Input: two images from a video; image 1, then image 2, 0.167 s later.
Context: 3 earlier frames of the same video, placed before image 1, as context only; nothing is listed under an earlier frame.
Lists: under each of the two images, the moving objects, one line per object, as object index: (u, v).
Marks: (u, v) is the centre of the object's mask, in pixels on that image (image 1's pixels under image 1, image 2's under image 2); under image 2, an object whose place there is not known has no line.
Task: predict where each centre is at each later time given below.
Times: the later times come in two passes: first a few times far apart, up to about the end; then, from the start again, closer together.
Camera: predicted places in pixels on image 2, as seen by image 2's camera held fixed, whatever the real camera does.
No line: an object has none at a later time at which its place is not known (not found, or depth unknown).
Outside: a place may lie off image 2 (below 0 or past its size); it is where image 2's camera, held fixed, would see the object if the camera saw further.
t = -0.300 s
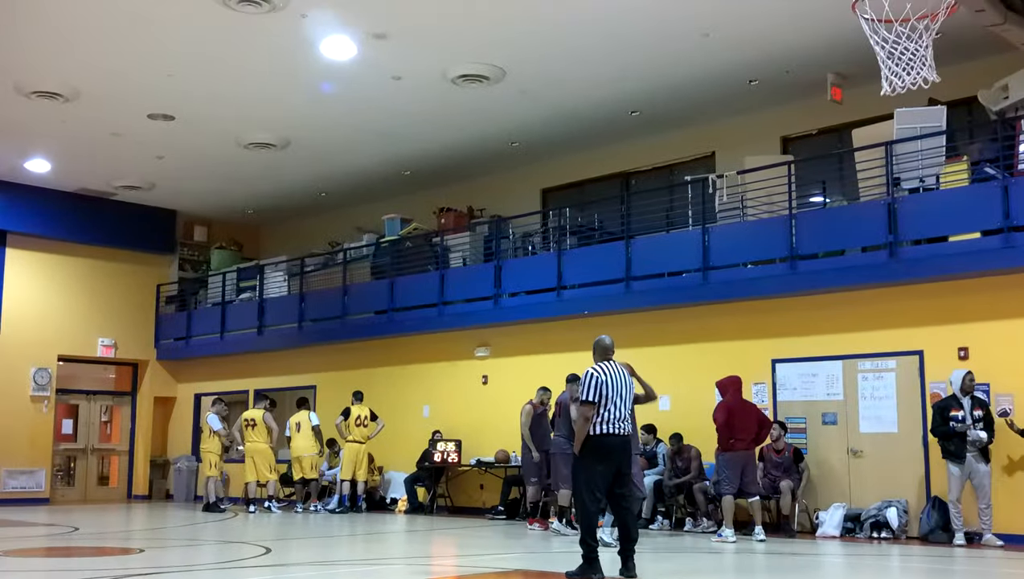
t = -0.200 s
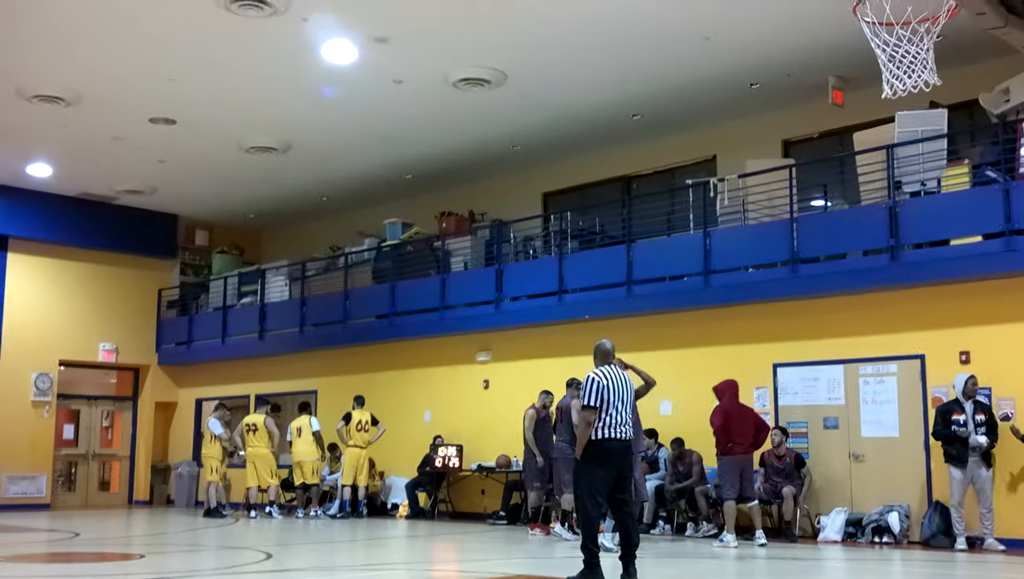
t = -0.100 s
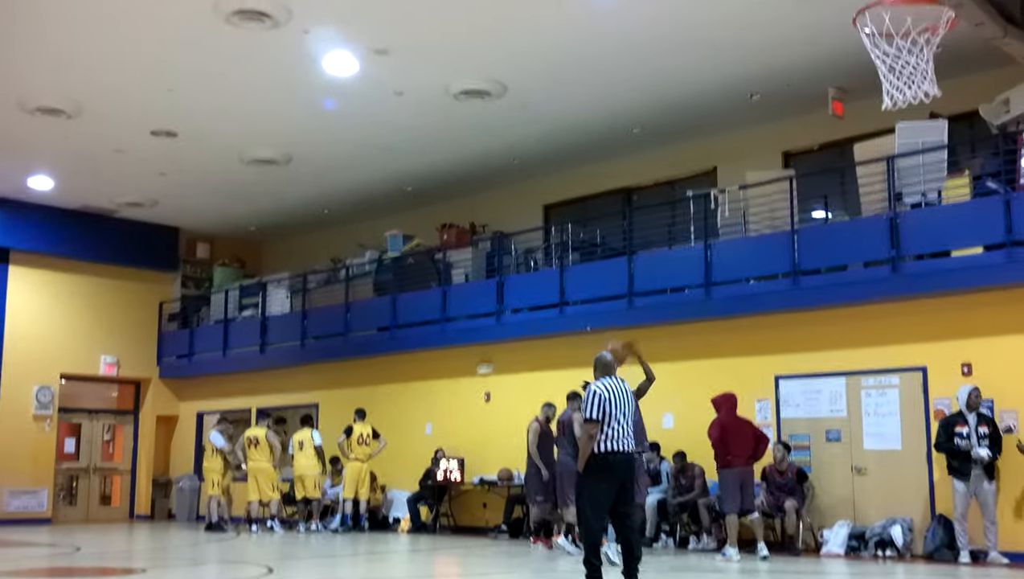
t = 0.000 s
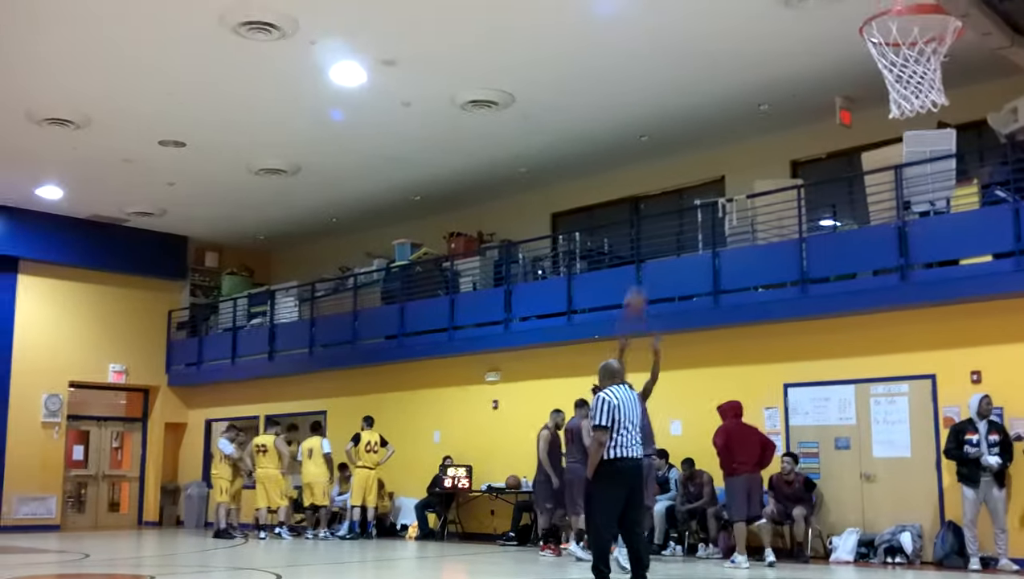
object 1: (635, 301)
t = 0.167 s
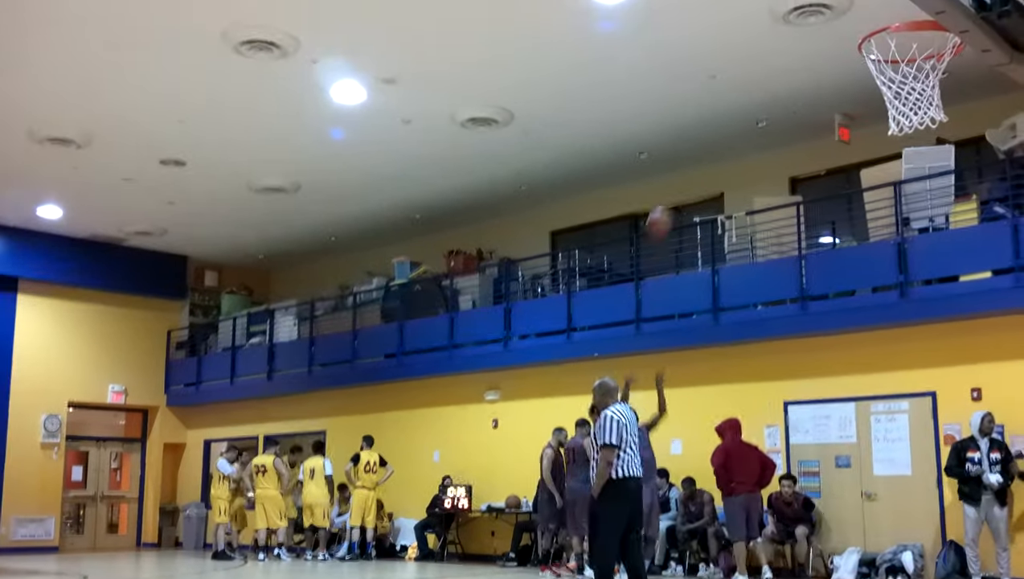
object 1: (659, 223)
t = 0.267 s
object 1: (676, 168)
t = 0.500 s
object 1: (723, 72)
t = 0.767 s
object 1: (798, 12)
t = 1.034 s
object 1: (920, 45)
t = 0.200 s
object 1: (664, 204)
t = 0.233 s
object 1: (670, 185)
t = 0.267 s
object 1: (676, 168)
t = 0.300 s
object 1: (682, 152)
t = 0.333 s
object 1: (688, 138)
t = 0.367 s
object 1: (694, 124)
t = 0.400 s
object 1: (701, 111)
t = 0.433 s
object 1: (708, 97)
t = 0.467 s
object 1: (715, 84)
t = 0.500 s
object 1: (723, 72)
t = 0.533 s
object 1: (730, 63)
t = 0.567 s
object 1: (739, 52)
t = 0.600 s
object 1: (747, 44)
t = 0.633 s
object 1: (758, 33)
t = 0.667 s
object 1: (768, 26)
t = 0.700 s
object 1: (778, 21)
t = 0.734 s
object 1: (786, 15)
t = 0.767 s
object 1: (798, 12)
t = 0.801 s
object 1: (812, 11)
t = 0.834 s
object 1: (824, 12)
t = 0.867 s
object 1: (837, 13)
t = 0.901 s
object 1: (850, 15)
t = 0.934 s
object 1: (866, 18)
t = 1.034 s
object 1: (920, 45)
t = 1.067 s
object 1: (930, 43)
